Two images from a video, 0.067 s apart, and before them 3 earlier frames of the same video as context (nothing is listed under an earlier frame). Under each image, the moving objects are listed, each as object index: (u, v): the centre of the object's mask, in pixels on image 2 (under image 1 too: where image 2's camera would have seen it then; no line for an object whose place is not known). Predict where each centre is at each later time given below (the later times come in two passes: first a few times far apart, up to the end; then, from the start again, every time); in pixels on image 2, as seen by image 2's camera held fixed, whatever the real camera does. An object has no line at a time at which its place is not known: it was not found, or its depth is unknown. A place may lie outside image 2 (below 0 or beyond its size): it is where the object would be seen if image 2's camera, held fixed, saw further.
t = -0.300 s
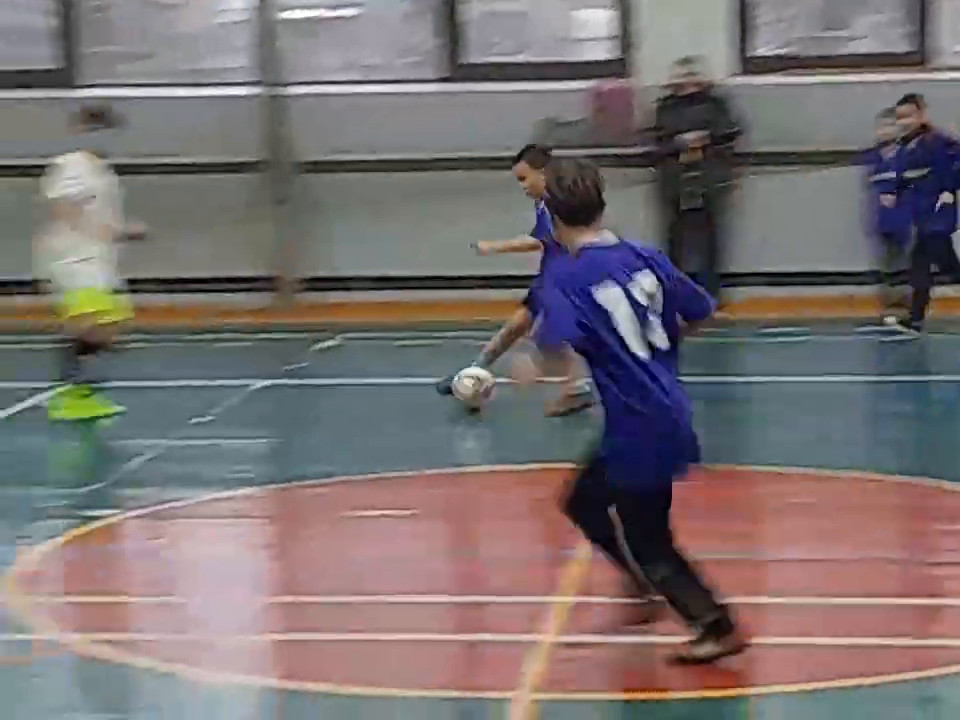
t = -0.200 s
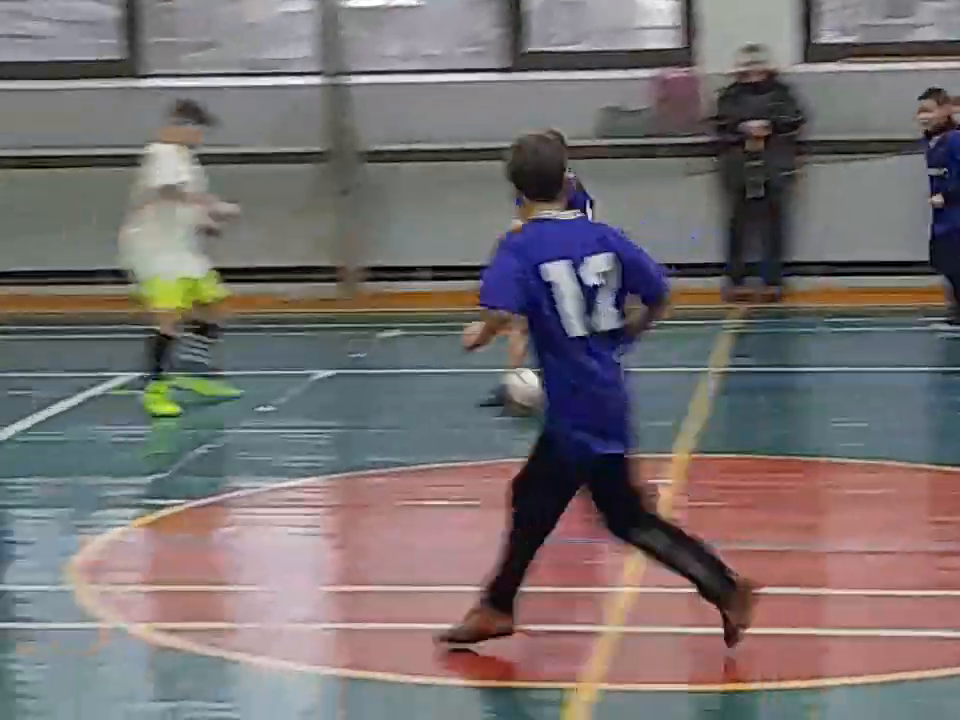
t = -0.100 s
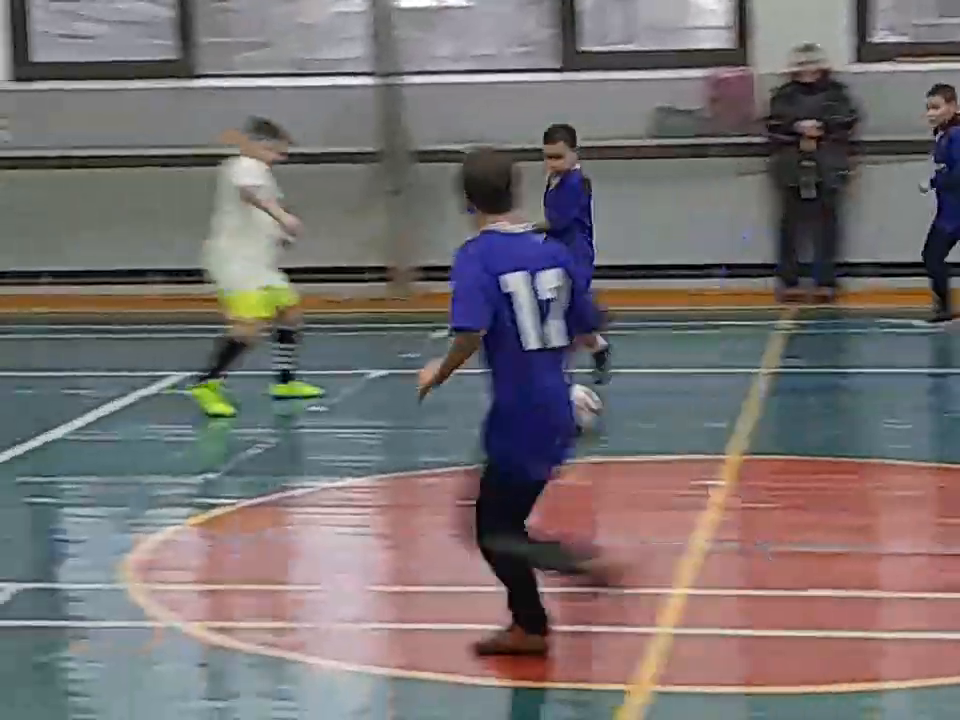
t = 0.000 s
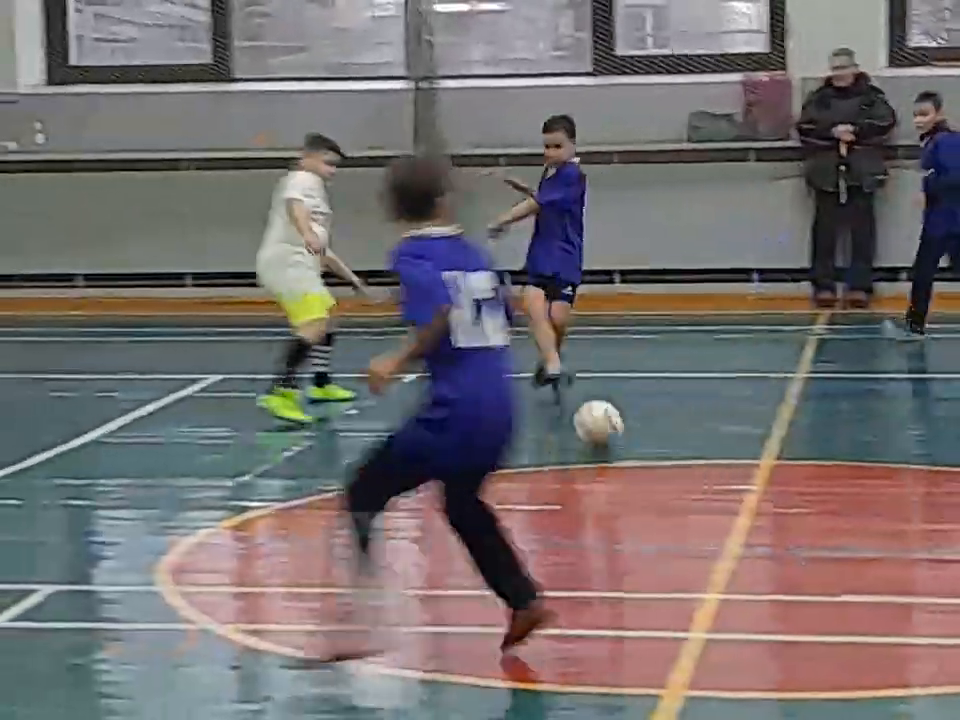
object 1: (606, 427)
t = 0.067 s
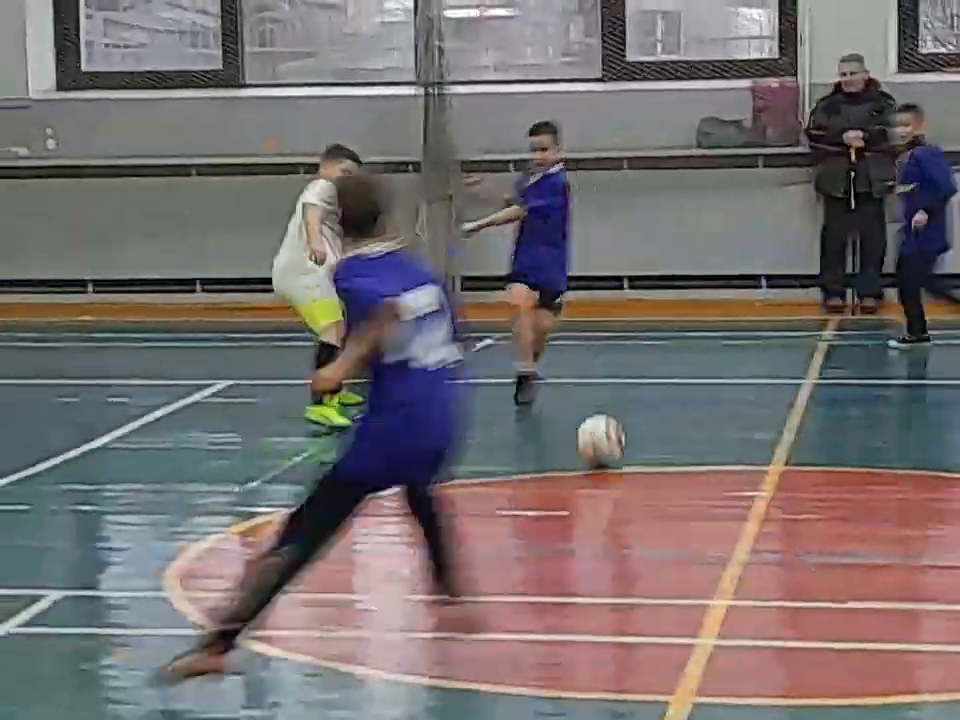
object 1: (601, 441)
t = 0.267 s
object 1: (569, 471)
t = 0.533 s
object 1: (525, 515)
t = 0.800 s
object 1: (472, 572)
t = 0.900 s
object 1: (449, 601)
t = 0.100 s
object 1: (594, 447)
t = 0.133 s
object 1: (590, 454)
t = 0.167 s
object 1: (586, 457)
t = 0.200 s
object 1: (580, 460)
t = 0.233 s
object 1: (575, 465)
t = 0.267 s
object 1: (569, 471)
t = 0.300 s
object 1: (564, 476)
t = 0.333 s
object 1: (559, 482)
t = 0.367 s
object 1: (554, 485)
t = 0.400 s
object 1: (549, 491)
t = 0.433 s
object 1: (542, 498)
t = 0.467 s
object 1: (537, 503)
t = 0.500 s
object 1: (532, 511)
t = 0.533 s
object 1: (525, 515)
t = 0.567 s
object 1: (519, 524)
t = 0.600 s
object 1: (512, 528)
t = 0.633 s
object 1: (507, 532)
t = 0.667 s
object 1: (500, 538)
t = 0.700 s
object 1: (492, 552)
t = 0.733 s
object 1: (486, 560)
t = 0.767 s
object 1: (480, 564)
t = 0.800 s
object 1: (472, 572)
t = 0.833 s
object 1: (464, 582)
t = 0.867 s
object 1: (458, 590)
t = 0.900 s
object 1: (449, 601)
